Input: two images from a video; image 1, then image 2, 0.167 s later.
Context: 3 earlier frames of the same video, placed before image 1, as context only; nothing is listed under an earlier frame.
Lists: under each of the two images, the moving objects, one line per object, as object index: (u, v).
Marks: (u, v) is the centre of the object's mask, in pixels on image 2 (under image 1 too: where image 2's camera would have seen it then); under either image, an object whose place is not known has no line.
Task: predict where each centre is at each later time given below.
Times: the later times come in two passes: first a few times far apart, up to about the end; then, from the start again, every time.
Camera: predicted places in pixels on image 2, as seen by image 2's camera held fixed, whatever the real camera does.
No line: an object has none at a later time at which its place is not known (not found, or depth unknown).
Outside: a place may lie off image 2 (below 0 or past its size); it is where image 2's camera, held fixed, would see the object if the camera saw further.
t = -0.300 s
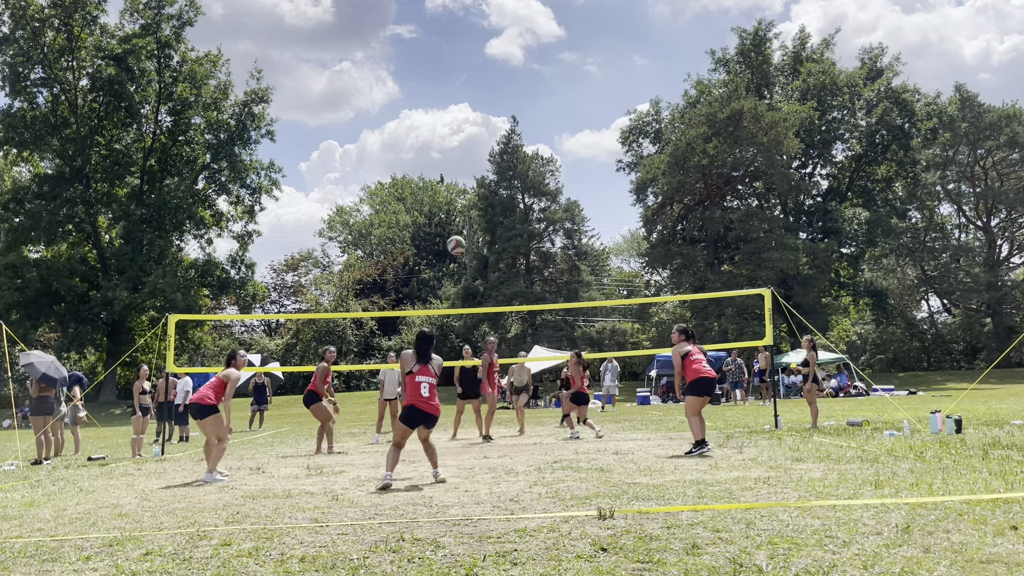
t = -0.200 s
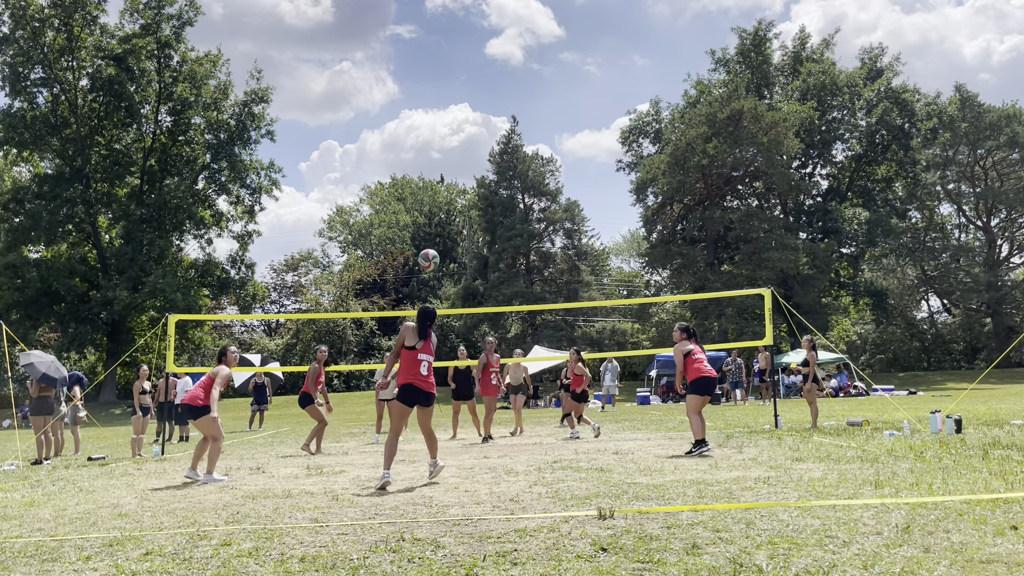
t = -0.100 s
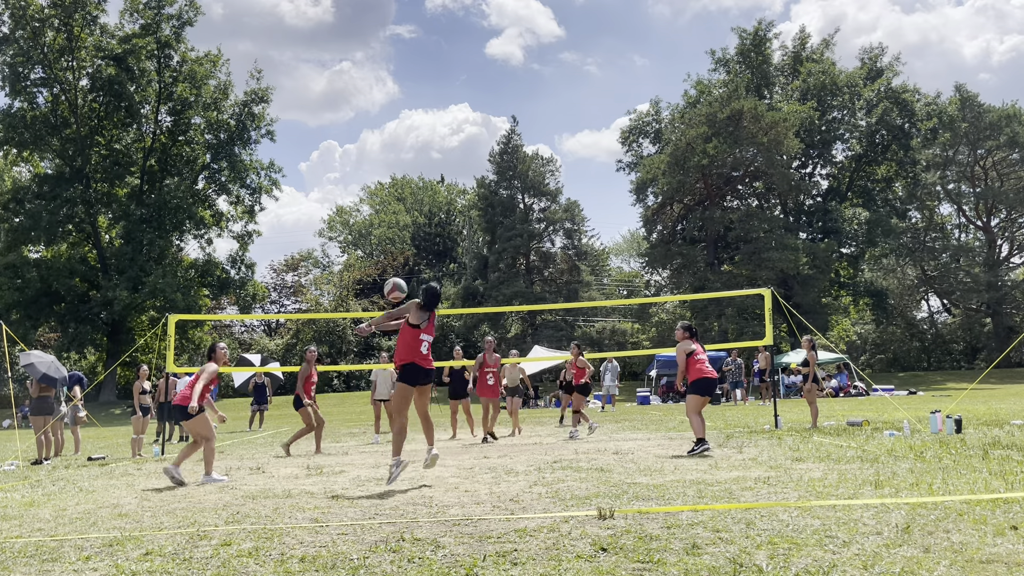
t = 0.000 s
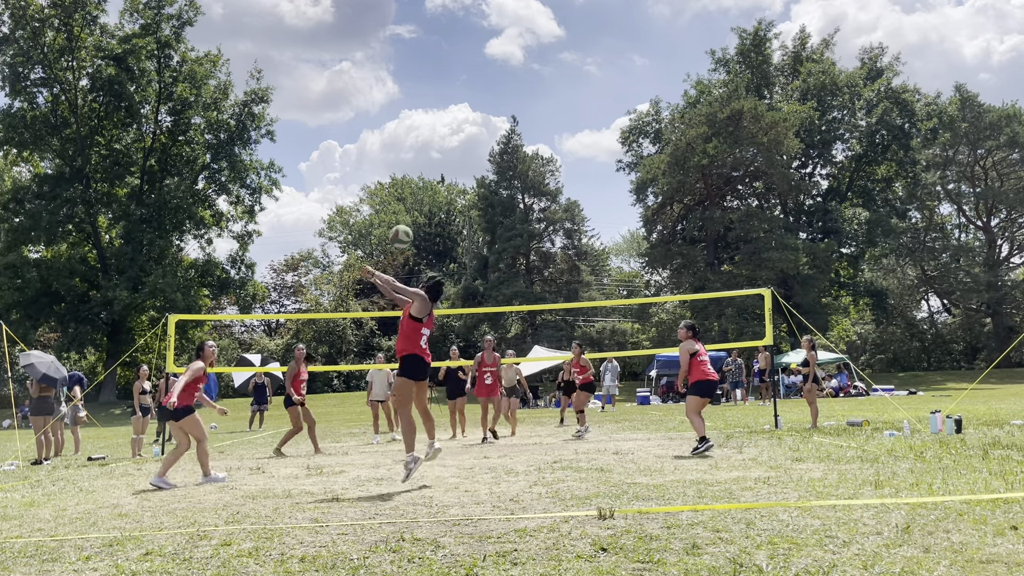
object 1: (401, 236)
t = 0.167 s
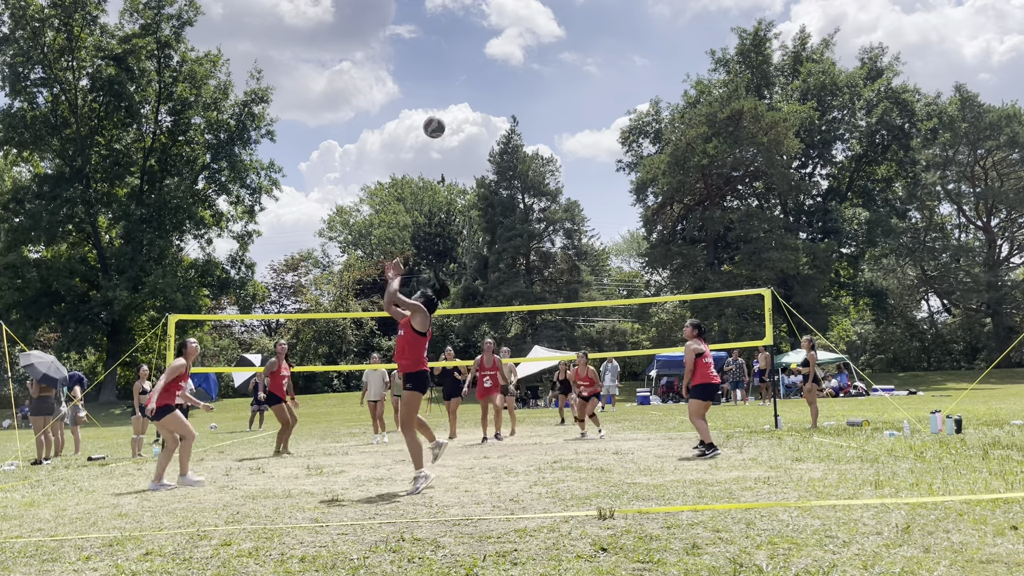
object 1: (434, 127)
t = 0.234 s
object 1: (446, 96)
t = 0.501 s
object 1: (489, 27)
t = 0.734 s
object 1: (521, 26)
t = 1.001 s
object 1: (553, 79)
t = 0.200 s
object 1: (440, 111)
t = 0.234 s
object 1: (446, 96)
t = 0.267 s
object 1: (452, 82)
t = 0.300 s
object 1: (458, 71)
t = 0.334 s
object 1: (463, 60)
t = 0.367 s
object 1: (469, 51)
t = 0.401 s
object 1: (474, 43)
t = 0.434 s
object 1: (479, 36)
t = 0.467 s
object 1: (484, 31)
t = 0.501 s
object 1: (489, 27)
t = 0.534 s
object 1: (493, 23)
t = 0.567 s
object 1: (498, 21)
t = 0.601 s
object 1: (503, 20)
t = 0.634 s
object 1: (507, 20)
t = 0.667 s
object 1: (512, 21)
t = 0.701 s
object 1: (516, 23)
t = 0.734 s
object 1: (521, 26)
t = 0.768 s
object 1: (525, 30)
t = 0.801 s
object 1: (529, 34)
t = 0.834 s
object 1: (533, 40)
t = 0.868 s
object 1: (537, 46)
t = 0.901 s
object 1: (541, 53)
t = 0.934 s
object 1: (545, 61)
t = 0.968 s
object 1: (549, 70)
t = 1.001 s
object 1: (553, 79)
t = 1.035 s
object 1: (556, 90)
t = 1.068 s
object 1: (560, 101)
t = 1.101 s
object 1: (564, 112)
